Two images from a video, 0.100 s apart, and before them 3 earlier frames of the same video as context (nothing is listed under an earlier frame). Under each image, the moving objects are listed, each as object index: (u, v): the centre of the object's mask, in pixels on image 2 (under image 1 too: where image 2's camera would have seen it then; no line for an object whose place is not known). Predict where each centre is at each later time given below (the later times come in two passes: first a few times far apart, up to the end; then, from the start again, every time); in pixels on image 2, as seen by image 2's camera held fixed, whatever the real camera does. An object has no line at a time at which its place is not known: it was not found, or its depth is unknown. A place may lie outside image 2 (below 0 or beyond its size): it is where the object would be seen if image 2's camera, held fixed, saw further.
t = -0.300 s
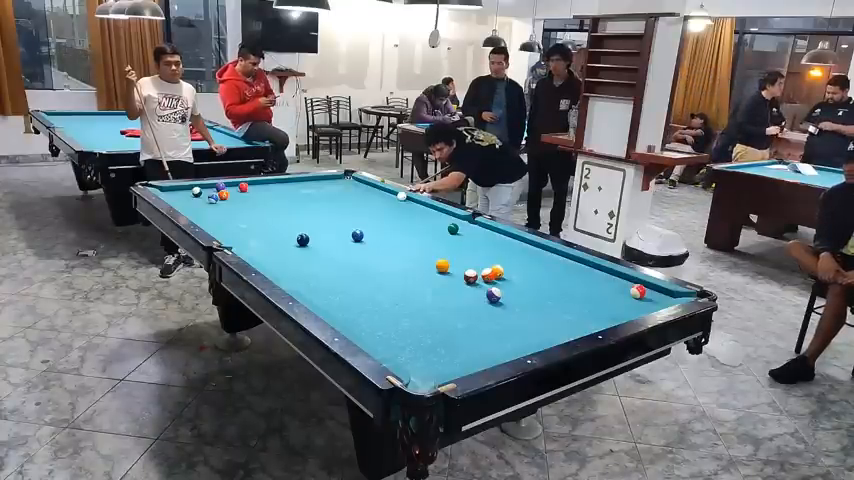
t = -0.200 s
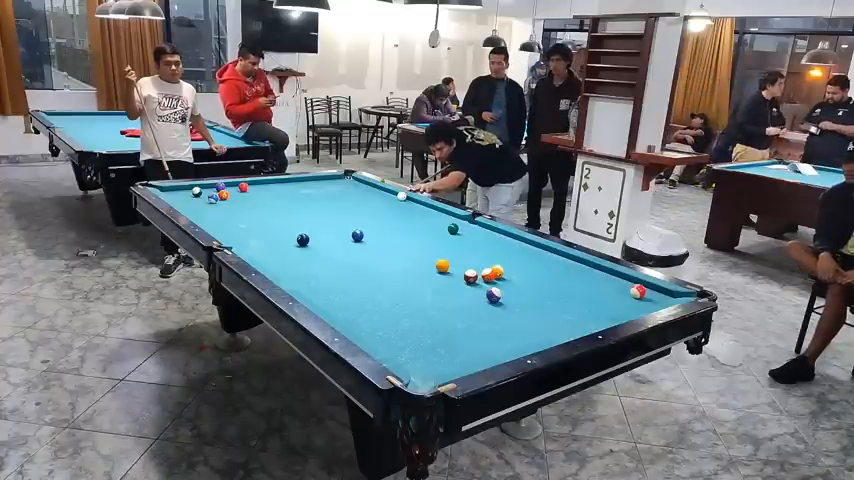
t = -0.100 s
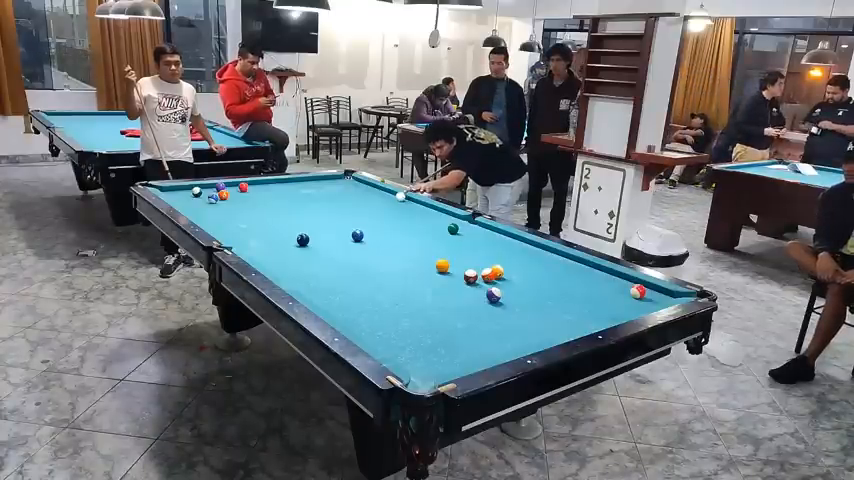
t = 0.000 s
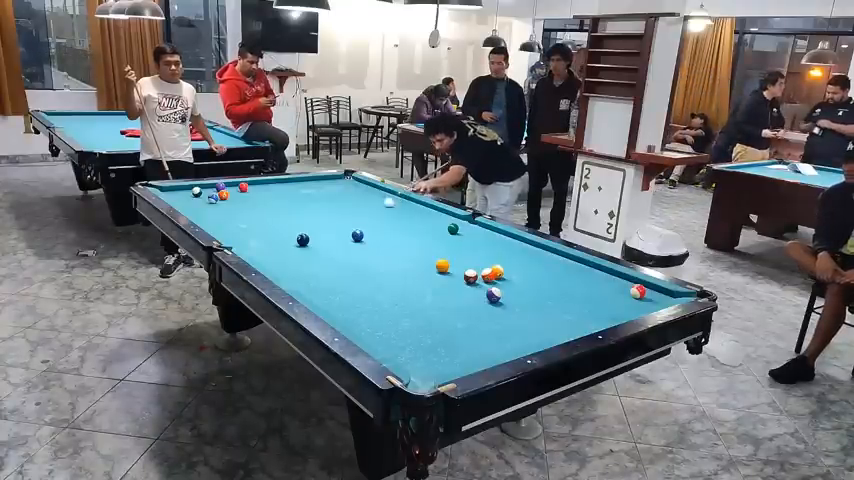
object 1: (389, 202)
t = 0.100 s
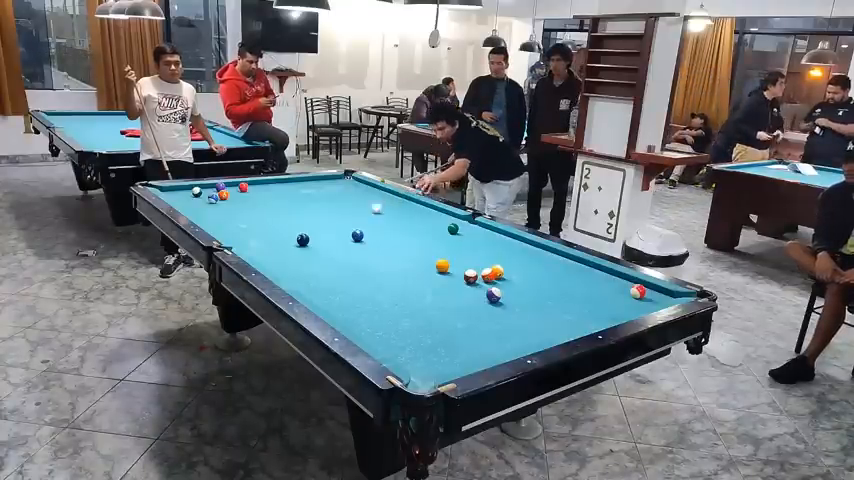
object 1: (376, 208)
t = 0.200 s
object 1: (363, 215)
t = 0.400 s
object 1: (331, 230)
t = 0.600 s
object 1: (320, 244)
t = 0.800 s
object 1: (324, 257)
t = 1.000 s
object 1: (328, 272)
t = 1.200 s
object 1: (333, 288)
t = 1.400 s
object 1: (339, 306)
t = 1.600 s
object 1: (353, 321)
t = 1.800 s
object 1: (380, 333)
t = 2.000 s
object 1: (408, 343)
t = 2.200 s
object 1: (438, 355)
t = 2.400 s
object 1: (461, 360)
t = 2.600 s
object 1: (457, 350)
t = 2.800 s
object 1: (454, 340)
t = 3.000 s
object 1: (451, 331)
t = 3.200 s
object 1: (448, 323)
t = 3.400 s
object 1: (446, 315)
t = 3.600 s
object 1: (444, 309)
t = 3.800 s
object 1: (442, 303)
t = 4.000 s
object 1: (441, 298)
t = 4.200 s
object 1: (439, 293)
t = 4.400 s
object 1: (438, 289)
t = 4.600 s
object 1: (437, 286)
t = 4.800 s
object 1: (436, 283)
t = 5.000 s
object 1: (436, 280)
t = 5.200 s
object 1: (435, 278)
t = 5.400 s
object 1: (435, 276)
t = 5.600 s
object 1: (435, 275)
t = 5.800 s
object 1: (434, 273)
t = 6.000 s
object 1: (433, 272)
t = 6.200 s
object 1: (433, 271)
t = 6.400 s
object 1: (433, 270)
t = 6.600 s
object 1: (433, 270)
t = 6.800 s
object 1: (433, 270)
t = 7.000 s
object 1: (433, 270)
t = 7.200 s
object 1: (433, 270)
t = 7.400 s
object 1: (433, 270)
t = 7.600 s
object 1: (433, 270)
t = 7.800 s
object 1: (433, 270)
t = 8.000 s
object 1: (433, 270)
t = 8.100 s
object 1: (433, 270)
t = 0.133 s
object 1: (372, 210)
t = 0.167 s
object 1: (367, 213)
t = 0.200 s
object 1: (363, 215)
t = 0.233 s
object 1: (358, 217)
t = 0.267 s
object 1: (353, 219)
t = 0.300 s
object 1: (348, 222)
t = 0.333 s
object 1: (342, 224)
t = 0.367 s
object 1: (336, 227)
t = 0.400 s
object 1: (331, 230)
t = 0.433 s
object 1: (325, 233)
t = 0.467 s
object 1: (319, 236)
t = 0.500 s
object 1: (315, 238)
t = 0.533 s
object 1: (317, 240)
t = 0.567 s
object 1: (319, 242)
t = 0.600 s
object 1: (320, 244)
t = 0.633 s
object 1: (320, 246)
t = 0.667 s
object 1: (321, 248)
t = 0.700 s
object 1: (322, 250)
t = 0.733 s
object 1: (322, 252)
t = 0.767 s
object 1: (323, 255)
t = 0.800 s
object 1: (324, 257)
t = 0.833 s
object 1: (324, 259)
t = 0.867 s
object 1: (325, 262)
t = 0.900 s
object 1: (326, 264)
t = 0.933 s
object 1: (327, 267)
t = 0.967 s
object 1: (327, 269)
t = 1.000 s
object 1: (328, 272)
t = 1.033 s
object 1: (329, 274)
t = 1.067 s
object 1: (329, 277)
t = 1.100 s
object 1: (330, 279)
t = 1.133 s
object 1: (331, 282)
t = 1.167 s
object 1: (332, 285)
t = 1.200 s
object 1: (333, 288)
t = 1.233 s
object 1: (334, 291)
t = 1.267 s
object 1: (334, 294)
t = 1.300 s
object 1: (336, 297)
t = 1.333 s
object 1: (337, 300)
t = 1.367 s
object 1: (337, 303)
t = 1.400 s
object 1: (339, 306)
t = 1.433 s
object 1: (340, 309)
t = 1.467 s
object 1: (341, 312)
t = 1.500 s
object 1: (342, 313)
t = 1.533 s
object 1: (344, 316)
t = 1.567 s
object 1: (349, 318)
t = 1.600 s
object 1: (353, 321)
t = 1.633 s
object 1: (357, 324)
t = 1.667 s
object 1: (362, 325)
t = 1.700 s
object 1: (366, 327)
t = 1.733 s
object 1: (371, 329)
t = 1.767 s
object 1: (375, 331)
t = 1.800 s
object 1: (380, 333)
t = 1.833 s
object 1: (384, 334)
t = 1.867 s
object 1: (389, 336)
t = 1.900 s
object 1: (394, 338)
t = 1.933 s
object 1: (399, 340)
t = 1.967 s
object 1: (404, 342)
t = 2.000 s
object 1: (408, 343)
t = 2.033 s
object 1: (413, 345)
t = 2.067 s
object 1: (418, 347)
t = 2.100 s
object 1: (423, 349)
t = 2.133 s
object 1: (428, 351)
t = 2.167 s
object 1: (433, 353)
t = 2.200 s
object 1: (438, 355)
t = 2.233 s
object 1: (442, 357)
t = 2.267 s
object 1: (448, 359)
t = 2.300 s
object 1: (452, 360)
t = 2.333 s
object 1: (457, 360)
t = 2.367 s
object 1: (461, 361)
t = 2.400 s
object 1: (461, 360)
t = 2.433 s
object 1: (460, 358)
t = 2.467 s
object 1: (460, 357)
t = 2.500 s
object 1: (460, 356)
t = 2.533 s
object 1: (459, 354)
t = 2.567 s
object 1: (458, 352)
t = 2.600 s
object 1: (457, 350)
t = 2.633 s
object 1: (457, 348)
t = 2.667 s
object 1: (456, 346)
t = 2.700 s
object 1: (455, 345)
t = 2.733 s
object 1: (455, 343)
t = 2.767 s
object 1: (454, 342)
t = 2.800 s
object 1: (454, 340)
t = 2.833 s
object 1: (453, 338)
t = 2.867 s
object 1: (452, 337)
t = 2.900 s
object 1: (452, 335)
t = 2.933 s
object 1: (451, 334)
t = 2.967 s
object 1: (451, 332)
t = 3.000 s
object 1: (451, 331)
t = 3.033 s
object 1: (450, 329)
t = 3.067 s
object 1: (450, 328)
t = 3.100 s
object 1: (449, 327)
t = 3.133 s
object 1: (449, 325)
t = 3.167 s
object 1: (449, 324)
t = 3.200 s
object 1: (448, 323)
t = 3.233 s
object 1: (448, 321)
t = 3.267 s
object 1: (448, 320)
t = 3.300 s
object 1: (447, 319)
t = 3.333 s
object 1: (447, 318)
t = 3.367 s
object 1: (446, 317)
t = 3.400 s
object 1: (446, 315)
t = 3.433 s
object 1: (446, 314)
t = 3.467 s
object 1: (445, 313)
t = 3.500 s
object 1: (445, 312)
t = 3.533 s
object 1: (445, 311)
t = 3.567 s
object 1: (444, 310)
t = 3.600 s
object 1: (444, 309)
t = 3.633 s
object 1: (444, 308)
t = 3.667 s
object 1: (443, 307)
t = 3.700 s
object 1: (443, 306)
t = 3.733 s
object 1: (443, 305)
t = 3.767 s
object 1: (442, 304)
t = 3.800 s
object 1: (442, 303)
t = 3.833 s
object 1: (442, 302)
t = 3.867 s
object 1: (442, 301)
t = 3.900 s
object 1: (441, 301)
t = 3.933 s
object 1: (441, 300)
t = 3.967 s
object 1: (441, 299)
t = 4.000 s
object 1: (441, 298)
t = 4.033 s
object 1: (440, 297)
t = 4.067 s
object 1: (440, 296)
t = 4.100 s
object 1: (440, 296)
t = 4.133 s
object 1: (440, 295)
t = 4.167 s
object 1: (440, 294)
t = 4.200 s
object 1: (439, 293)
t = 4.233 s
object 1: (439, 293)
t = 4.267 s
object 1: (439, 292)
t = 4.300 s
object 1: (439, 291)
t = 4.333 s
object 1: (438, 291)
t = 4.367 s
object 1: (438, 290)
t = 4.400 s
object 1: (438, 289)
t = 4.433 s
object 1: (438, 289)
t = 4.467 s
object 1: (438, 288)
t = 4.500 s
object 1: (438, 288)
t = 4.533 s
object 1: (438, 287)
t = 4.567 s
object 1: (437, 287)
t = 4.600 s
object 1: (437, 286)
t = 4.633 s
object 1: (437, 286)
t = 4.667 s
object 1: (437, 285)
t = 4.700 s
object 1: (437, 285)
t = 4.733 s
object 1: (437, 284)
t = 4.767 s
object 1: (436, 284)
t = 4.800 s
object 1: (436, 283)
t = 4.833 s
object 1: (436, 283)
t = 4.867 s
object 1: (436, 283)
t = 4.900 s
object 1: (436, 282)
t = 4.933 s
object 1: (436, 282)
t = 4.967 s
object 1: (436, 281)
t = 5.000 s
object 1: (436, 280)
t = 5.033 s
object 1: (436, 280)
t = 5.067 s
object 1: (436, 280)
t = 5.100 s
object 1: (436, 279)
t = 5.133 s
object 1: (436, 279)
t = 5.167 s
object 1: (436, 278)
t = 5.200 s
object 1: (435, 278)
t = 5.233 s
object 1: (436, 278)
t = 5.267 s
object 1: (435, 277)
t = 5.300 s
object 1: (435, 277)
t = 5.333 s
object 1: (435, 277)
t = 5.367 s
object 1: (435, 277)
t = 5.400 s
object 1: (435, 276)
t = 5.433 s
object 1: (435, 276)
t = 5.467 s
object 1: (435, 276)
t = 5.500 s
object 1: (435, 275)
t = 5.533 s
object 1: (435, 275)
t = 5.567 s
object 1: (435, 275)
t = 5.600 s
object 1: (435, 275)
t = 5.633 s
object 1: (434, 274)
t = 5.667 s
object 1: (434, 274)
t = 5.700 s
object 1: (434, 274)
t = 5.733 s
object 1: (434, 273)
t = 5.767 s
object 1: (434, 273)
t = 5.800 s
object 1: (434, 273)
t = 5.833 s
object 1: (434, 273)
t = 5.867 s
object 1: (434, 273)
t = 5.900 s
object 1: (434, 272)
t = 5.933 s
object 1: (434, 272)
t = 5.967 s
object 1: (434, 272)
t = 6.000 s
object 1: (433, 272)
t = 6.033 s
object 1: (433, 272)
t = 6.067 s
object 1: (433, 272)
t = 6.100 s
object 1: (433, 272)
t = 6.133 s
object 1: (433, 271)
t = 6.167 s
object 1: (433, 271)
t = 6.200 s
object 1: (433, 271)
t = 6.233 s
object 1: (433, 271)
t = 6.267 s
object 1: (433, 271)
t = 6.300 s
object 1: (433, 271)
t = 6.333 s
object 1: (433, 271)
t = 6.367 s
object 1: (433, 270)
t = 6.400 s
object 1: (433, 270)
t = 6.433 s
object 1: (433, 270)
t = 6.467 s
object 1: (433, 270)
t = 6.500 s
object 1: (433, 270)
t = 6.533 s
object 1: (433, 270)
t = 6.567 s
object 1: (433, 270)
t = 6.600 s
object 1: (433, 270)
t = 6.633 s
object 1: (433, 270)
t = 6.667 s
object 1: (433, 270)
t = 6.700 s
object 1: (433, 270)
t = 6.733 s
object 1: (433, 270)
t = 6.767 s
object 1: (433, 270)
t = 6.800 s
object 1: (433, 270)
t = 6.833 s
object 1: (433, 270)
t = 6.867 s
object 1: (433, 270)
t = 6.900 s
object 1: (433, 270)
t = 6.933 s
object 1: (433, 270)
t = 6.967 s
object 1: (433, 270)
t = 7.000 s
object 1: (433, 270)
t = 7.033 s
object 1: (433, 270)
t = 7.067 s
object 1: (433, 270)
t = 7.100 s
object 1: (433, 270)
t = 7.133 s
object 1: (433, 270)
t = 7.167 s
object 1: (433, 270)
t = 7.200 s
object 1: (433, 270)
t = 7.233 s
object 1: (433, 270)
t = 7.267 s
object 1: (433, 270)
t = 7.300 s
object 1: (433, 270)
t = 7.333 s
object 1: (433, 270)
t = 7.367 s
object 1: (433, 270)
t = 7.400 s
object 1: (433, 270)
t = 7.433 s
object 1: (433, 270)
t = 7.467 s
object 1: (433, 270)
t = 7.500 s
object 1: (433, 270)
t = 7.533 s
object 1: (433, 270)
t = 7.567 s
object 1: (433, 270)
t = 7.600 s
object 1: (433, 270)
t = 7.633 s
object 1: (433, 270)
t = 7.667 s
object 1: (433, 270)
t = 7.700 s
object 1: (433, 270)
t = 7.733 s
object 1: (433, 270)
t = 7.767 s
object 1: (433, 270)
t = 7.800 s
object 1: (433, 270)
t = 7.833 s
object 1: (433, 270)
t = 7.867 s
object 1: (433, 270)
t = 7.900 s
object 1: (433, 270)
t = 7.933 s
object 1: (434, 270)
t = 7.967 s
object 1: (433, 270)
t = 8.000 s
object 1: (433, 270)
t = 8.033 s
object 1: (433, 270)
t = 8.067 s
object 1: (433, 270)
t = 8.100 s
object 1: (433, 270)
